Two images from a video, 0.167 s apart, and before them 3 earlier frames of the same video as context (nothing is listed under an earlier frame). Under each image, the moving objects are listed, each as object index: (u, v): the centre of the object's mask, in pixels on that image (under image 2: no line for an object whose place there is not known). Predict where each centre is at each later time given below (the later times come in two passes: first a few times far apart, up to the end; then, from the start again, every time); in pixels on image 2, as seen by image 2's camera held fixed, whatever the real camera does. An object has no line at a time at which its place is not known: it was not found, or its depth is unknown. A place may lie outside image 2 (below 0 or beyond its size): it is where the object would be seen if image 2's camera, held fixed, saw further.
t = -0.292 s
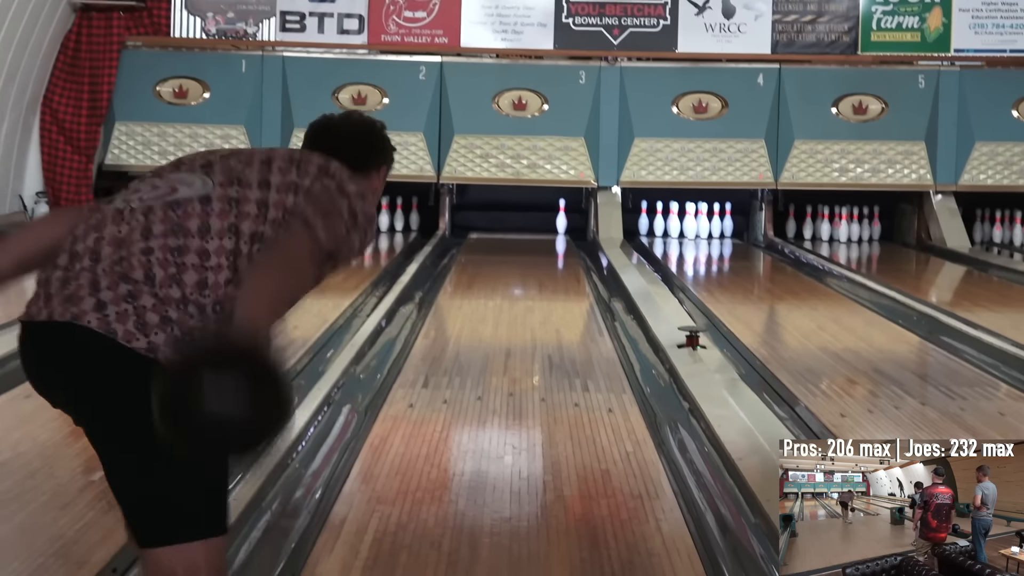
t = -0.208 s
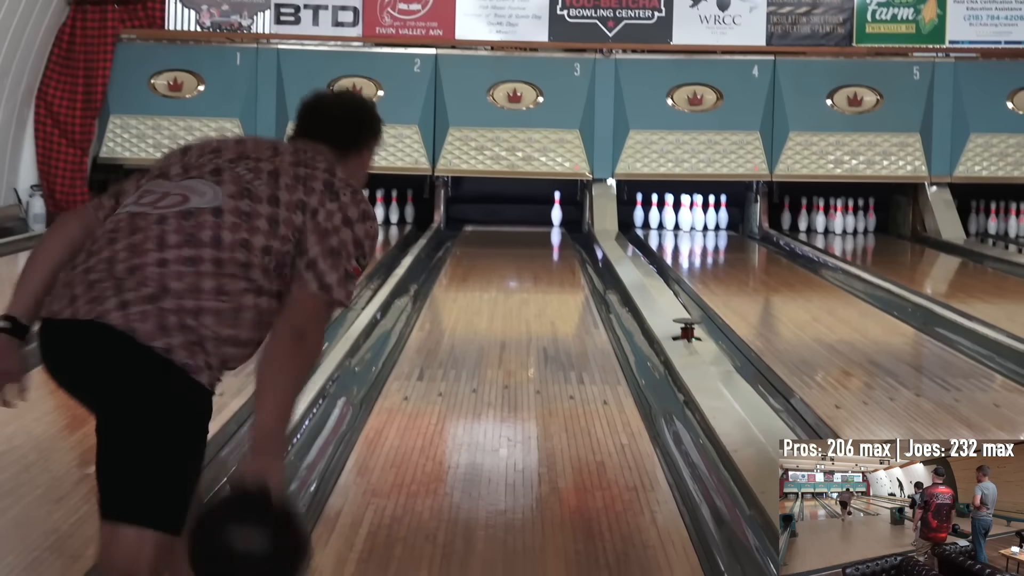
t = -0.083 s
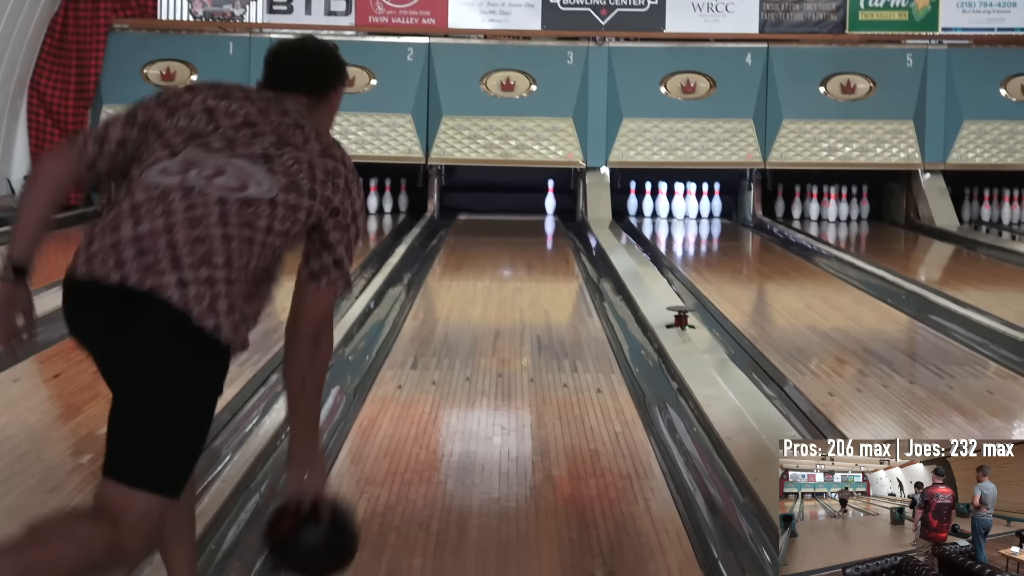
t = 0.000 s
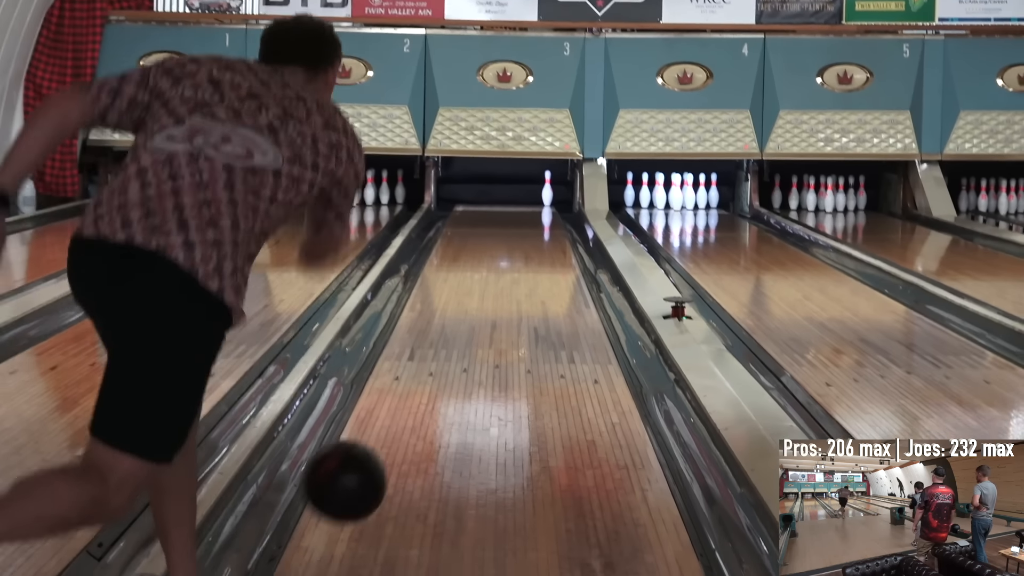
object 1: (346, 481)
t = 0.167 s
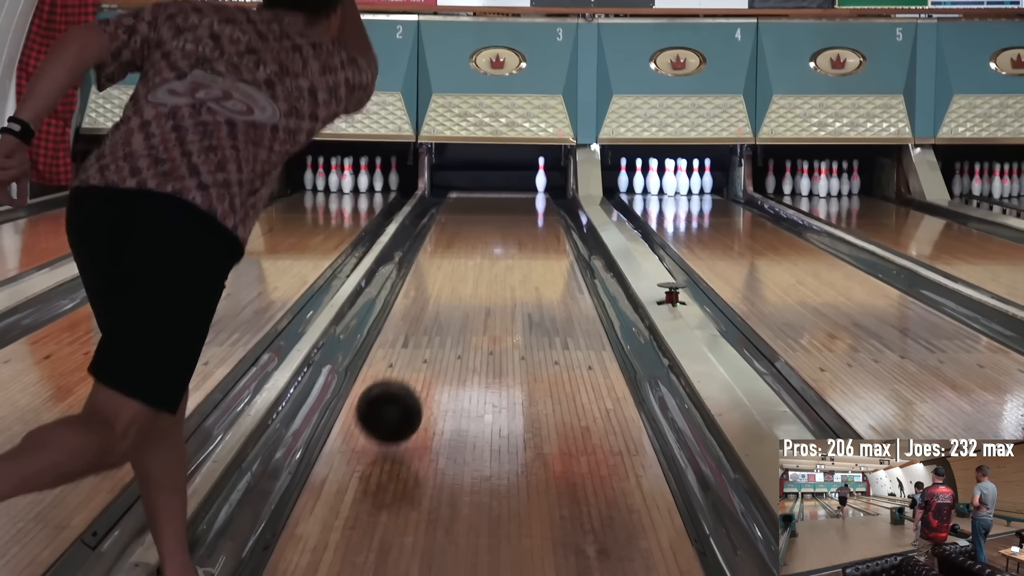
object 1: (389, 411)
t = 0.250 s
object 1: (408, 385)
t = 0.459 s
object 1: (442, 327)
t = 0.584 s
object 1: (457, 305)
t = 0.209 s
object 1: (399, 400)
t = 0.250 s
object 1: (408, 385)
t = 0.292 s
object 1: (416, 371)
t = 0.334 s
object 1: (423, 359)
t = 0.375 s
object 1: (430, 347)
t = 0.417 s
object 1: (436, 337)
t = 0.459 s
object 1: (442, 327)
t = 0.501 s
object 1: (448, 319)
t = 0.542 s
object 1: (453, 312)
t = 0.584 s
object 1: (457, 305)
